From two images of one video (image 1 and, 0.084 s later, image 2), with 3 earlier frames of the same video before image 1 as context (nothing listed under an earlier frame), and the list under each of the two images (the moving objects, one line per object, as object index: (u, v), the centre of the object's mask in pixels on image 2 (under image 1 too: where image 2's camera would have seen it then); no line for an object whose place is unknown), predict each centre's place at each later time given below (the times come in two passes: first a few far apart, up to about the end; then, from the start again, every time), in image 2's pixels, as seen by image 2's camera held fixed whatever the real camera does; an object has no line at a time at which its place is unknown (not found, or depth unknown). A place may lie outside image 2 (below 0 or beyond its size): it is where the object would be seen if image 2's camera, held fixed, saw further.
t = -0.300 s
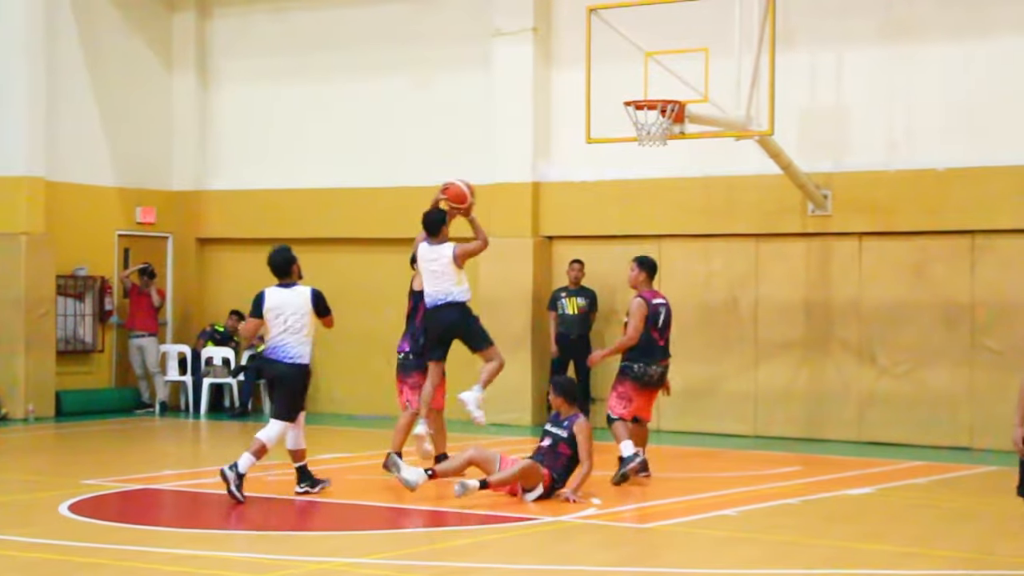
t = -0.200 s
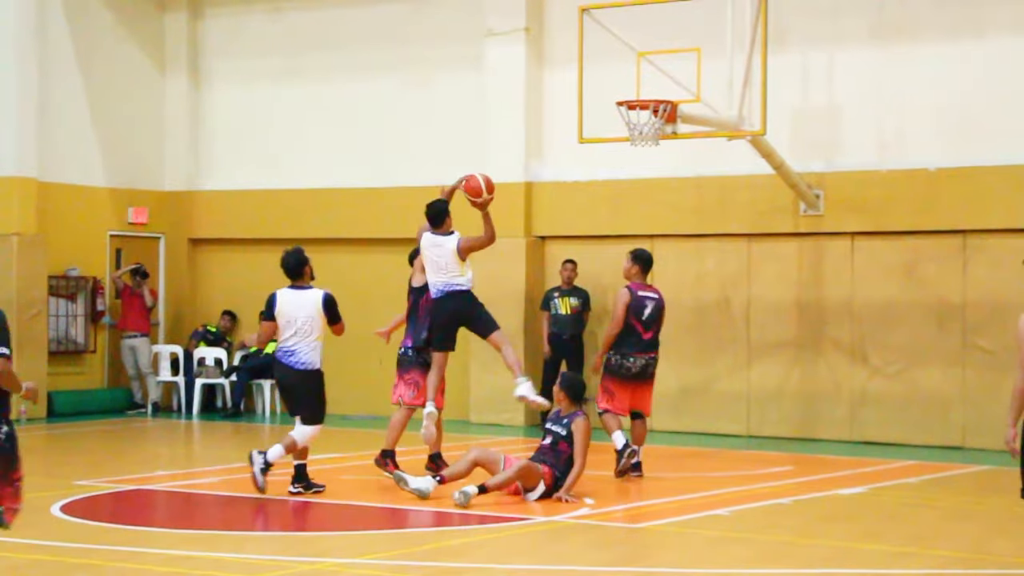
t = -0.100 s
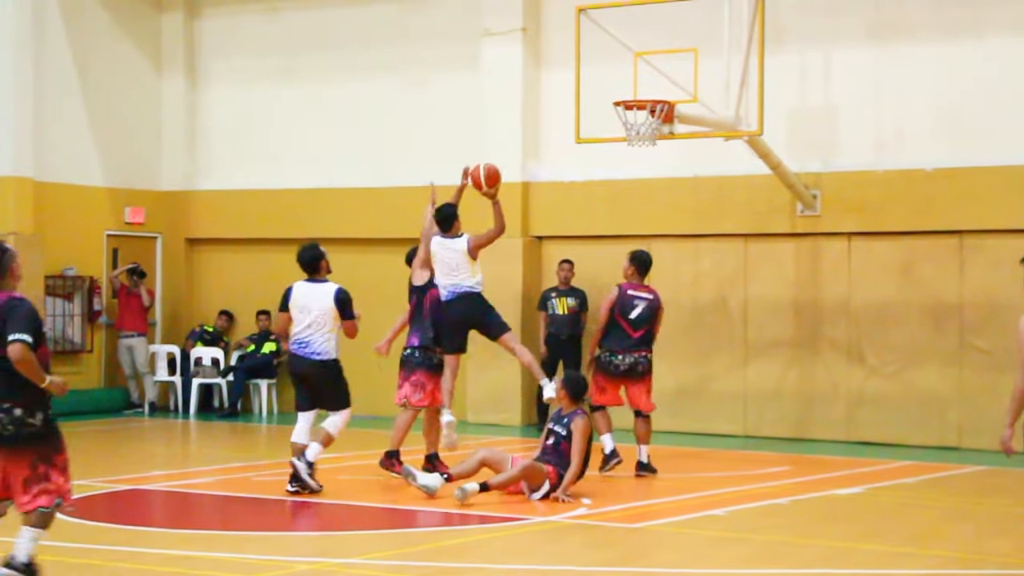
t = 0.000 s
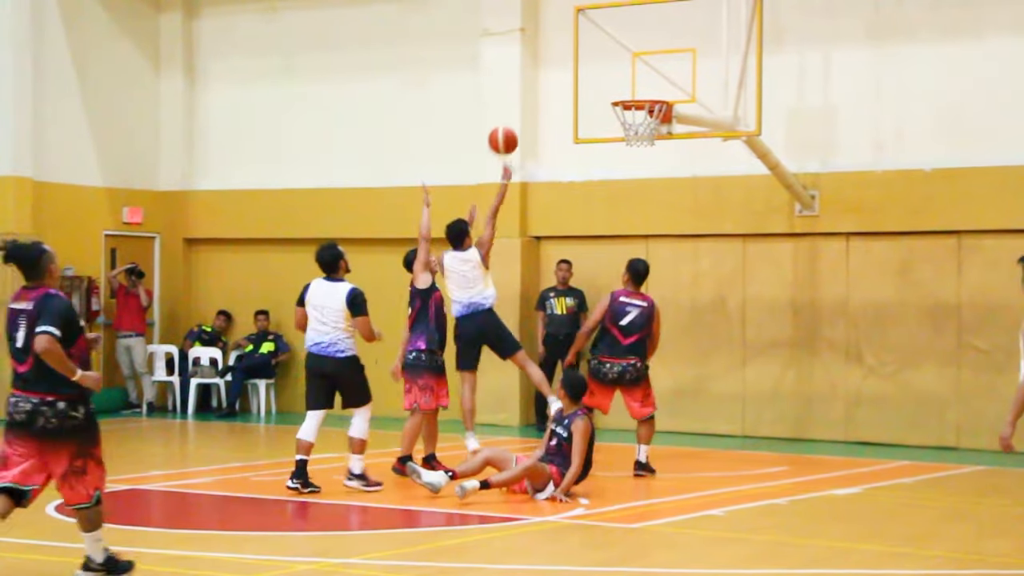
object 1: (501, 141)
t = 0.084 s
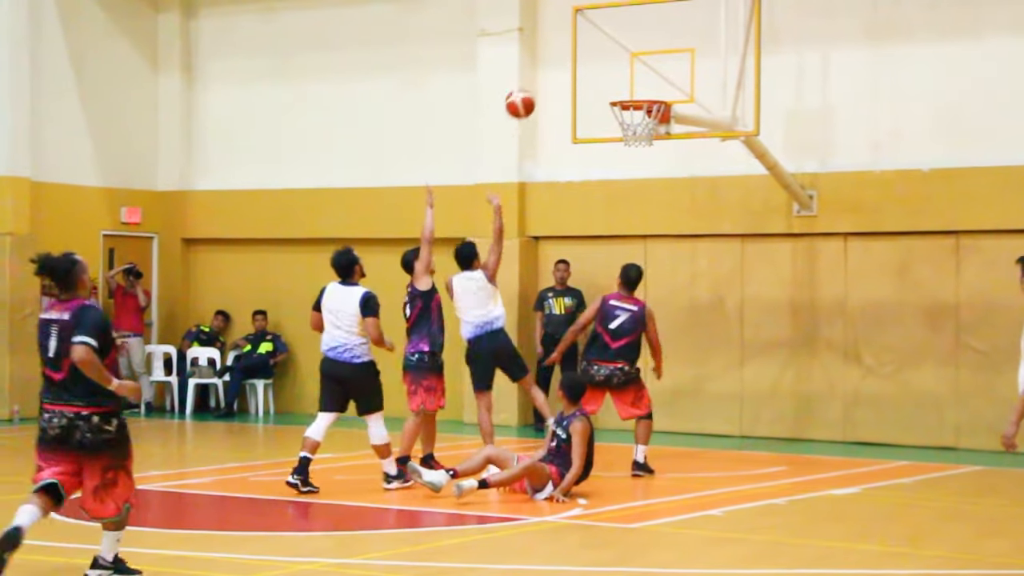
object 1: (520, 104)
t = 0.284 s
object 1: (561, 54)
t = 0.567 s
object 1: (618, 67)
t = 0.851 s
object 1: (648, 83)
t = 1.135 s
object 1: (632, 109)
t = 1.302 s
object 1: (628, 125)
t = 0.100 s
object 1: (523, 98)
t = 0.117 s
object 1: (527, 92)
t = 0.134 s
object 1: (530, 85)
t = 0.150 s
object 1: (534, 80)
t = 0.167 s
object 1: (537, 76)
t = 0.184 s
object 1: (541, 72)
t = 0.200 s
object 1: (545, 67)
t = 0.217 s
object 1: (548, 64)
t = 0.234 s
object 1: (551, 61)
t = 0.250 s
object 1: (555, 58)
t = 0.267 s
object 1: (558, 56)
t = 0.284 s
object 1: (561, 54)
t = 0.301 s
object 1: (565, 52)
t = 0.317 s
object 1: (569, 50)
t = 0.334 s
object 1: (572, 49)
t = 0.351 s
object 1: (576, 48)
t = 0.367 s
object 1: (579, 47)
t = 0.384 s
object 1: (582, 47)
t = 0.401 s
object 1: (586, 47)
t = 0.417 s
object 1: (588, 48)
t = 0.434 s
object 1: (592, 48)
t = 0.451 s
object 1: (595, 50)
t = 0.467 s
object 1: (598, 51)
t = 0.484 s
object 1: (601, 53)
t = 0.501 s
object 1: (605, 55)
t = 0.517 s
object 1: (608, 57)
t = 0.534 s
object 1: (611, 60)
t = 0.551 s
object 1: (614, 63)
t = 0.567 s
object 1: (618, 67)
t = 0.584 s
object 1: (621, 71)
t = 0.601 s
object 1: (624, 75)
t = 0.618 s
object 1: (627, 80)
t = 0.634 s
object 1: (630, 83)
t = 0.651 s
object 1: (632, 87)
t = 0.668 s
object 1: (634, 85)
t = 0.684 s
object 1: (635, 84)
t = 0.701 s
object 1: (636, 83)
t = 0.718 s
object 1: (637, 82)
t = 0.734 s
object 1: (638, 81)
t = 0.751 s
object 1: (639, 80)
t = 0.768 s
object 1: (641, 79)
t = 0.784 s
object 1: (642, 79)
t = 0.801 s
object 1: (644, 80)
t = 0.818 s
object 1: (645, 80)
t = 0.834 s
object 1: (646, 81)
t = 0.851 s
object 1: (648, 83)
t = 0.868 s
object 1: (649, 85)
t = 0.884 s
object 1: (650, 86)
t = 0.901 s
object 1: (651, 88)
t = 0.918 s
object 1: (652, 90)
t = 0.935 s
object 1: (652, 90)
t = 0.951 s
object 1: (651, 91)
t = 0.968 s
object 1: (650, 91)
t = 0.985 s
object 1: (648, 91)
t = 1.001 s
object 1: (646, 92)
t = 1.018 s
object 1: (645, 92)
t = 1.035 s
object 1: (643, 93)
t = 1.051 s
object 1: (641, 95)
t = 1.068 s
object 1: (639, 99)
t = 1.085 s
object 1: (637, 102)
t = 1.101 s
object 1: (635, 106)
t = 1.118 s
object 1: (634, 108)
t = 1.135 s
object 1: (632, 109)
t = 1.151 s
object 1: (632, 112)
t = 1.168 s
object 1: (631, 113)
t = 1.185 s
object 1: (630, 114)
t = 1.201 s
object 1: (632, 115)
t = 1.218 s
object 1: (633, 113)
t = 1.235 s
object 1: (632, 115)
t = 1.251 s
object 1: (630, 118)
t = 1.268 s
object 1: (629, 119)
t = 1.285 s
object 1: (628, 123)
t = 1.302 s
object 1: (628, 125)
